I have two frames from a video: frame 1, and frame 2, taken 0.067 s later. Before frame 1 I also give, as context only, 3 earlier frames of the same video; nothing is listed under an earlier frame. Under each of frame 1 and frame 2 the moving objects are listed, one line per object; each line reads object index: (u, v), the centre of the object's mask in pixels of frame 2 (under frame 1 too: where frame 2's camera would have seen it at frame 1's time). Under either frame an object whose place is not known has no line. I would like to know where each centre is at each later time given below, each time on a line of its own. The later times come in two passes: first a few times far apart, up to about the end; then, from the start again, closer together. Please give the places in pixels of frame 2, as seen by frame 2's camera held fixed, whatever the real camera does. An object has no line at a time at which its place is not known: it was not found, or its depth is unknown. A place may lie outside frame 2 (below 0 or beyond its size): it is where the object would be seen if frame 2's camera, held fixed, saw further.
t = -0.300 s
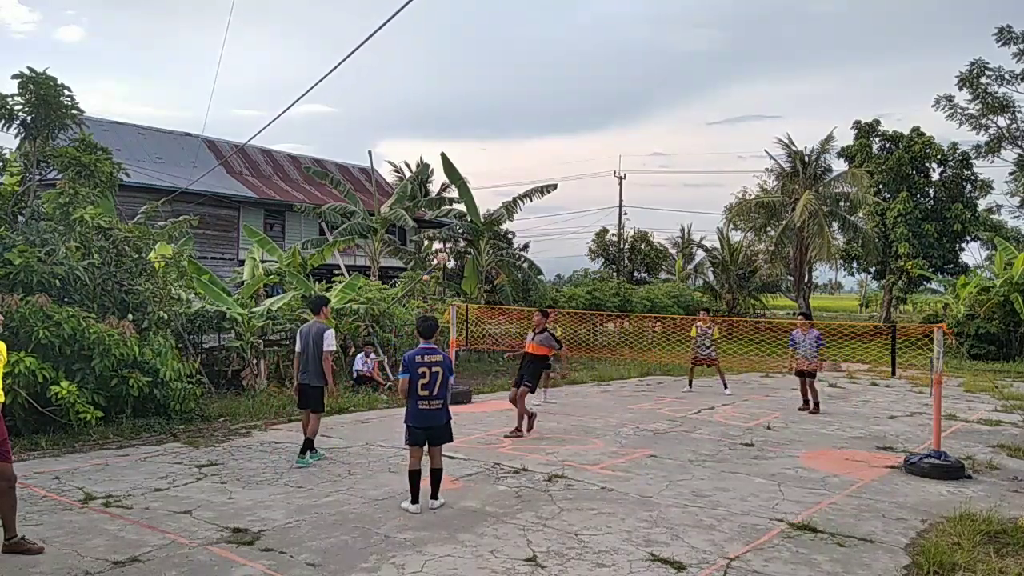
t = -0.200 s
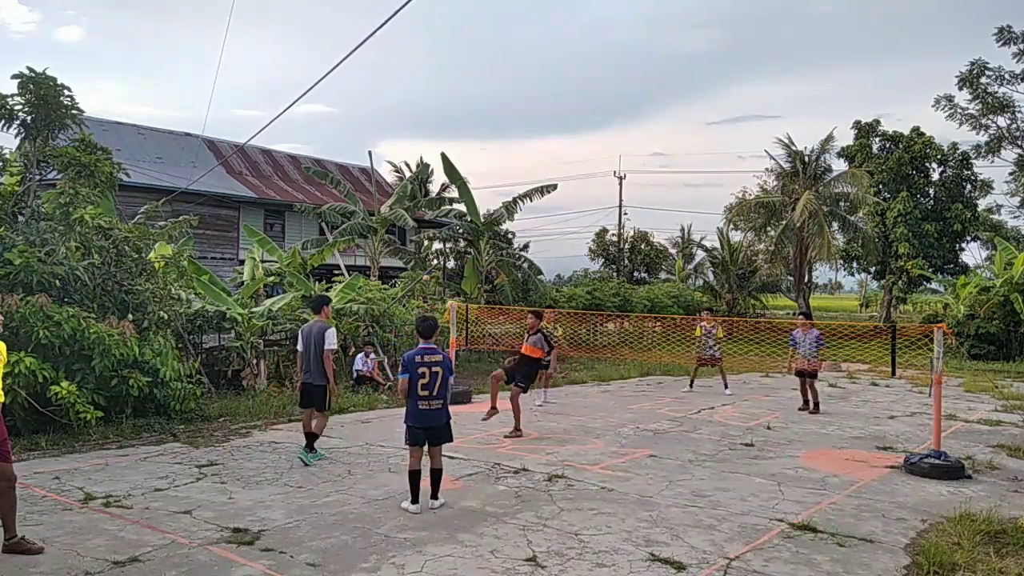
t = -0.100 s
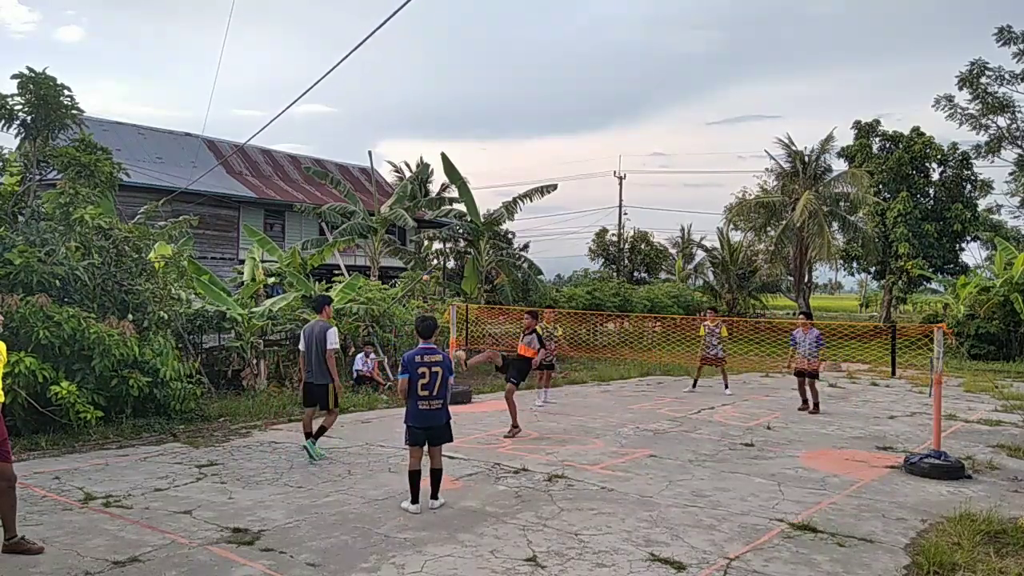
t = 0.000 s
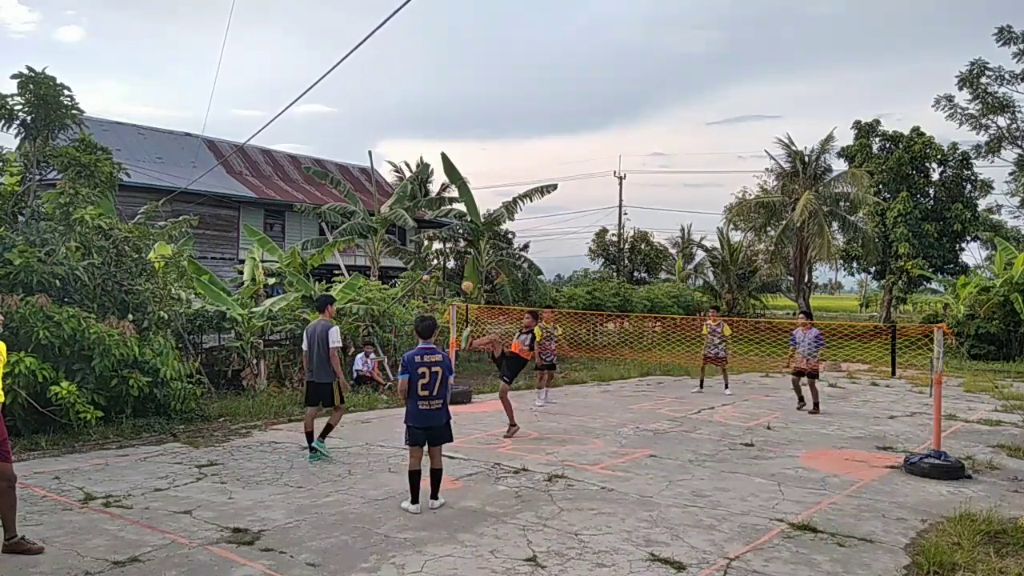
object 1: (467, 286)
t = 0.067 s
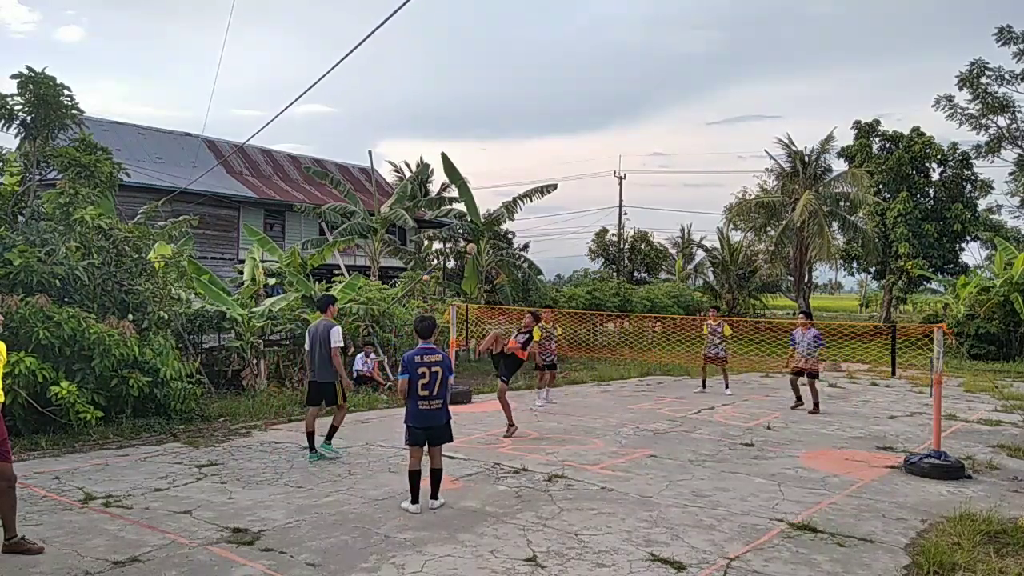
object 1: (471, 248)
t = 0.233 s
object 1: (480, 177)
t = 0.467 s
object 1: (490, 129)
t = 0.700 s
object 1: (497, 122)
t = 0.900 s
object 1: (501, 142)
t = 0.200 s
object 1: (479, 188)
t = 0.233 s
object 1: (480, 177)
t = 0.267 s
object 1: (482, 167)
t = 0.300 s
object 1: (483, 158)
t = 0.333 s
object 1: (485, 150)
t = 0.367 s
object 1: (486, 143)
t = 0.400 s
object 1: (488, 137)
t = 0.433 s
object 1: (489, 132)
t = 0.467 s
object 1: (490, 129)
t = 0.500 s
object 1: (491, 125)
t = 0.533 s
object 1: (492, 123)
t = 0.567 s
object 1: (494, 121)
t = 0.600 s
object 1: (494, 121)
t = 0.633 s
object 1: (495, 121)
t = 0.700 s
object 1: (497, 122)
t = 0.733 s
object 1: (498, 125)
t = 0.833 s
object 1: (500, 134)
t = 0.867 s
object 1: (501, 138)
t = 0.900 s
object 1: (501, 142)
